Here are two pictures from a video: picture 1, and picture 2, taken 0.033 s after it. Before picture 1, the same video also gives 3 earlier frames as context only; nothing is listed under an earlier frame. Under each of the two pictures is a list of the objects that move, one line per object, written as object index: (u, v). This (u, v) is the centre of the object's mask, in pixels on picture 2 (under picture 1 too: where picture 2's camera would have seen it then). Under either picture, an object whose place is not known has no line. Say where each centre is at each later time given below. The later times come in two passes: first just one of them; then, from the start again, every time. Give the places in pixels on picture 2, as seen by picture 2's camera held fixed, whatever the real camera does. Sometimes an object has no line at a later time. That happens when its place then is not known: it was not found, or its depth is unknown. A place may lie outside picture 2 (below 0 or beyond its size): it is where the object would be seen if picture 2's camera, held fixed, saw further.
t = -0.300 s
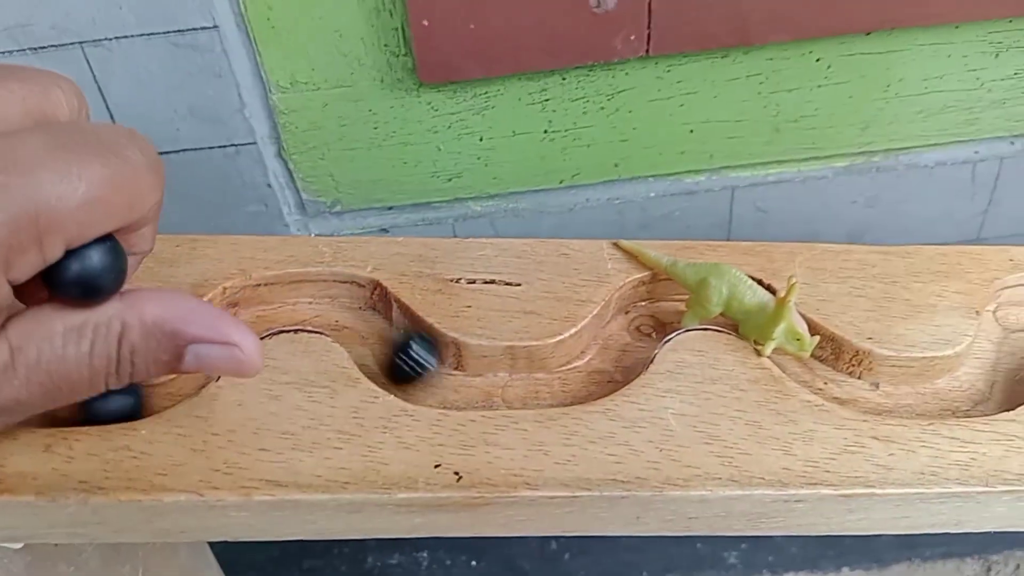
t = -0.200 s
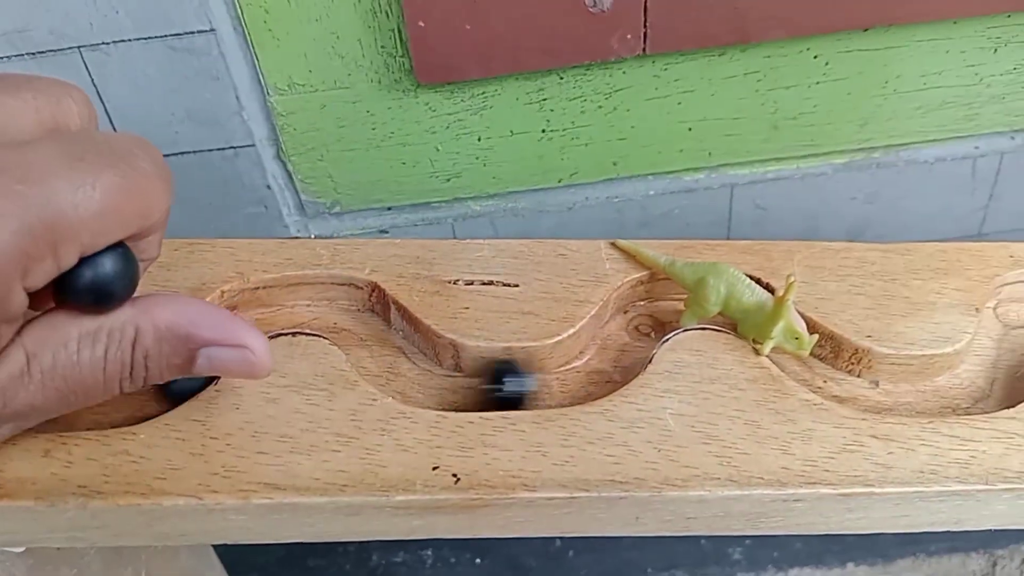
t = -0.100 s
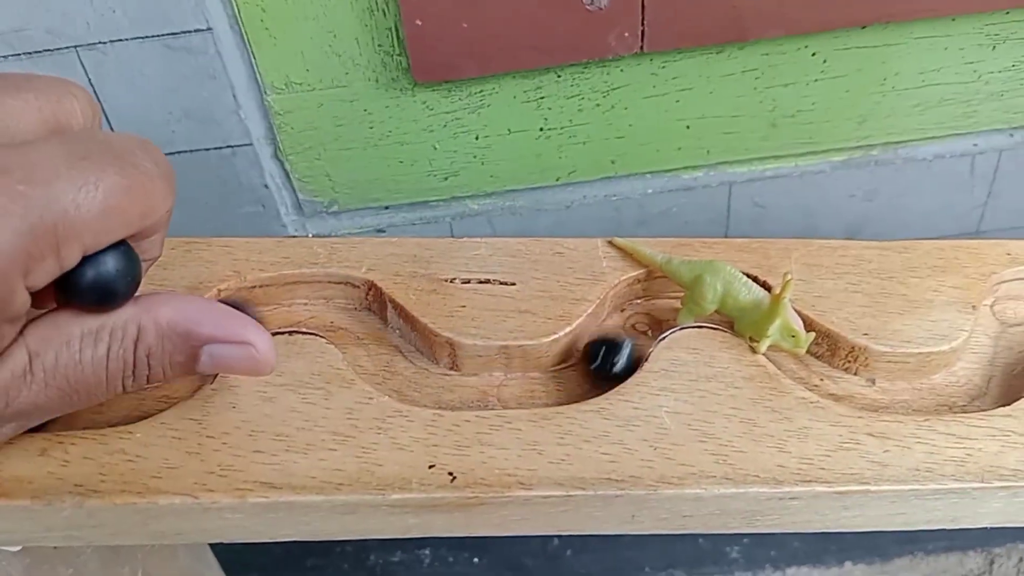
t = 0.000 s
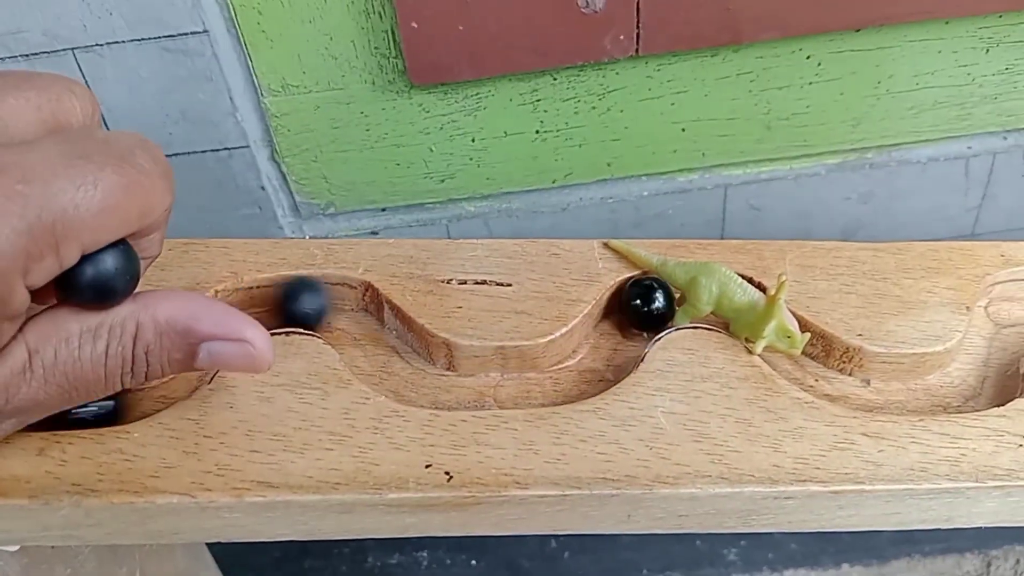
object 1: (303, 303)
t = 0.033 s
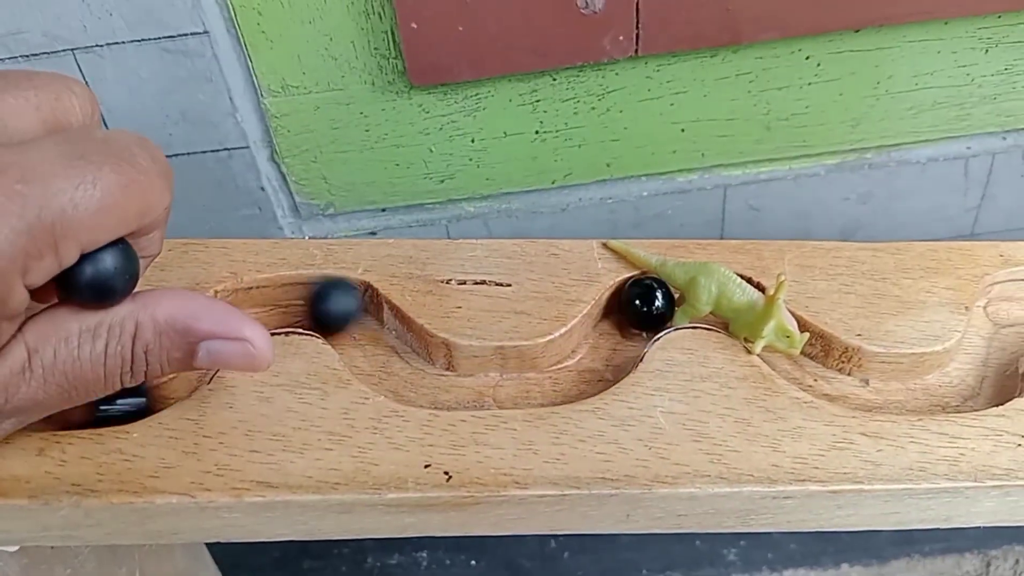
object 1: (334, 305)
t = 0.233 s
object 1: (480, 381)
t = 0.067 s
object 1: (355, 316)
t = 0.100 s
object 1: (374, 331)
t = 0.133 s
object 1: (396, 349)
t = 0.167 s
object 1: (421, 371)
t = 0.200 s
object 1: (449, 384)
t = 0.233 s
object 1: (480, 381)
